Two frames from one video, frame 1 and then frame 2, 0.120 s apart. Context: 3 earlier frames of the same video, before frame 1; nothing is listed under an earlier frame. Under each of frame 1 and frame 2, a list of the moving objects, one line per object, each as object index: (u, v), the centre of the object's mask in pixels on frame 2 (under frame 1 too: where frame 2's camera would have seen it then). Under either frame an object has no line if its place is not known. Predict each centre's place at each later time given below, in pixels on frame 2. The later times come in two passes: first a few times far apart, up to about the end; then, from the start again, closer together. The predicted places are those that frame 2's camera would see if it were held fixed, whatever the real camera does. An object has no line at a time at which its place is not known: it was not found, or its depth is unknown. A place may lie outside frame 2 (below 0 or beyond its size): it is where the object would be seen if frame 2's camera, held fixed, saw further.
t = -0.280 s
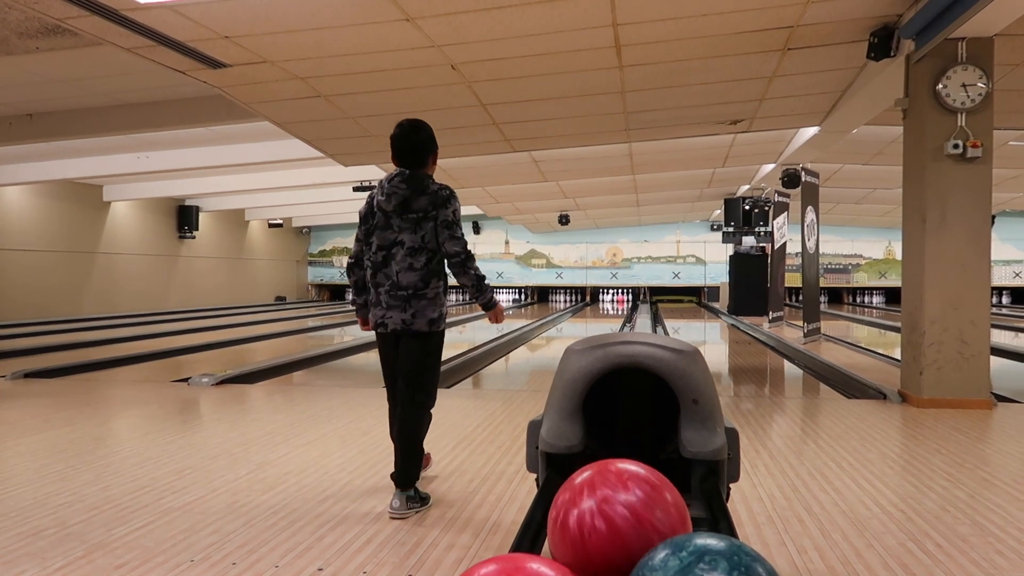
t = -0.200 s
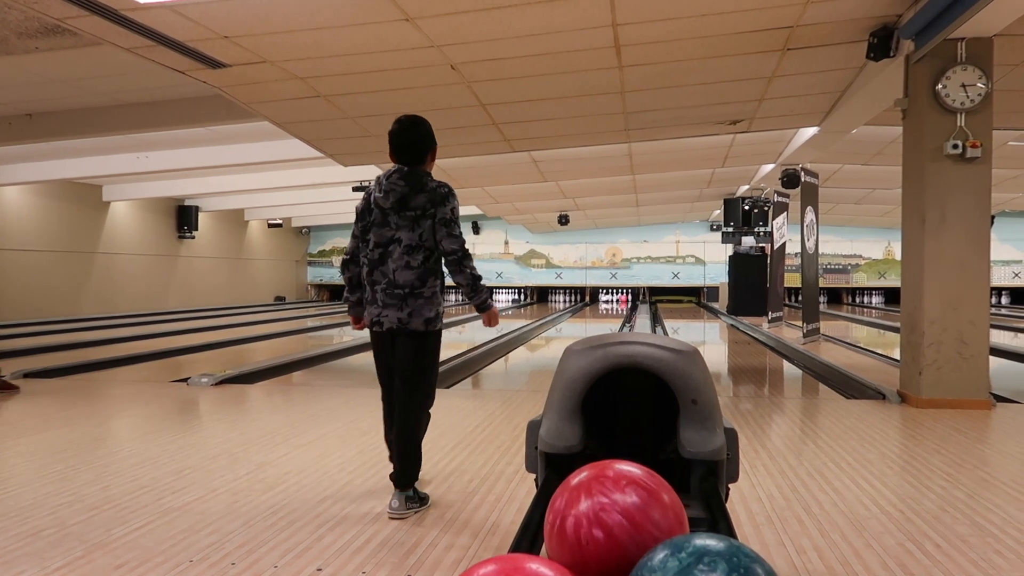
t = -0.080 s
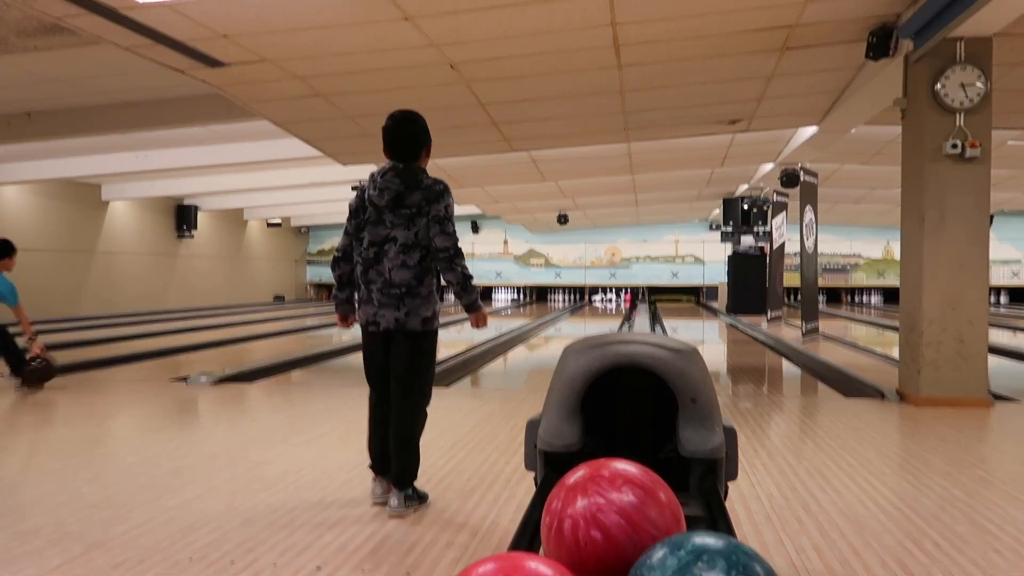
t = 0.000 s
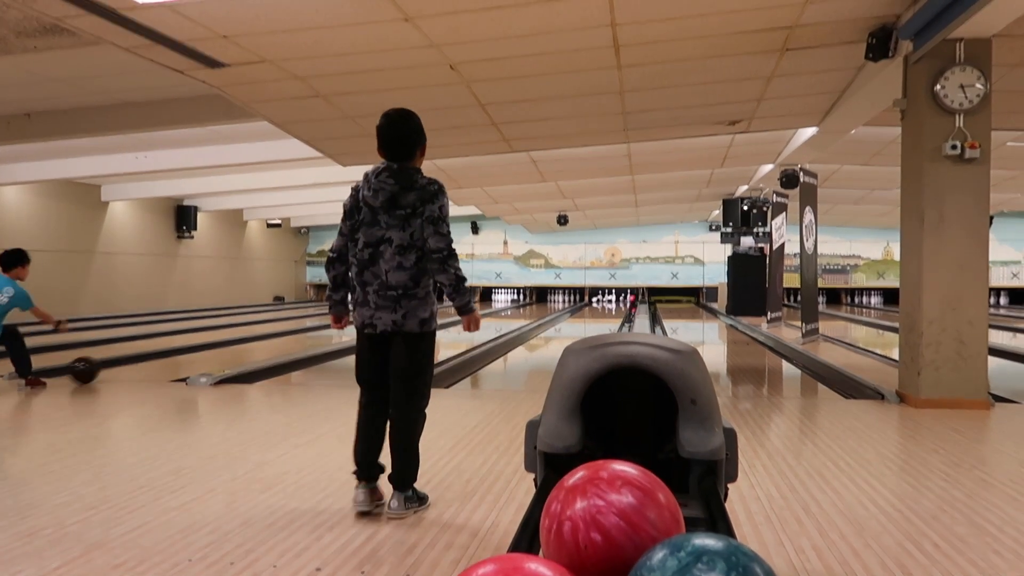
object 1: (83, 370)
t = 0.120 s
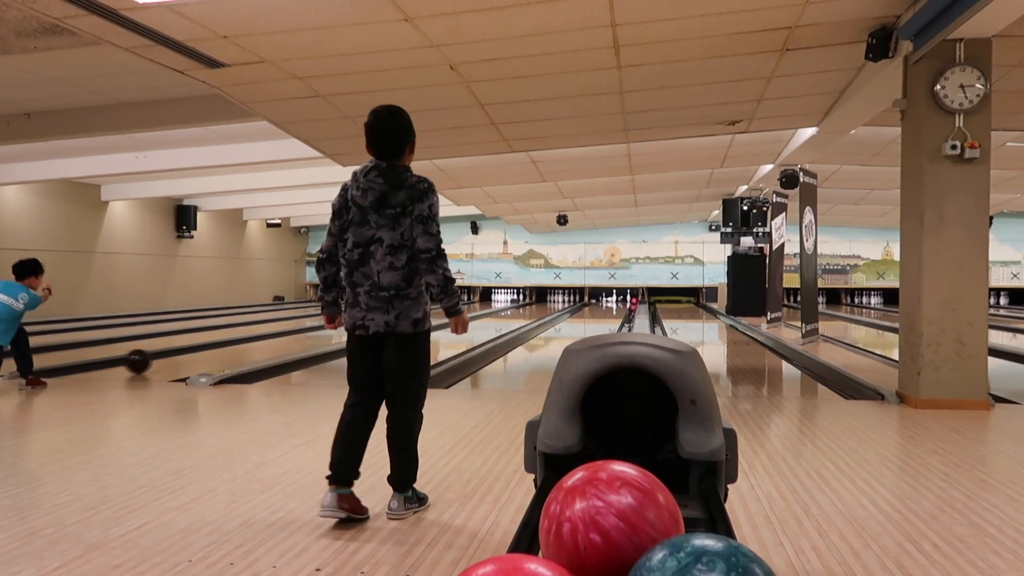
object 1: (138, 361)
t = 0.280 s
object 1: (194, 351)
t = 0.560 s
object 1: (268, 338)
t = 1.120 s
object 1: (357, 322)
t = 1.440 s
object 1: (390, 317)
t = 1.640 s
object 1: (407, 313)
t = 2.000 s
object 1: (431, 310)
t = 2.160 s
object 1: (440, 308)
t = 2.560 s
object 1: (459, 305)
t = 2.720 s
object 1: (465, 304)
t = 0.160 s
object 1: (153, 359)
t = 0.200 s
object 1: (168, 356)
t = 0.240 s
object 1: (182, 353)
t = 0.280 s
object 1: (194, 351)
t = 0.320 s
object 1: (207, 349)
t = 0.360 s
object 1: (218, 347)
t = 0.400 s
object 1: (229, 345)
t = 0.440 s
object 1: (240, 343)
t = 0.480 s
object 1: (249, 341)
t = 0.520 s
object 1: (259, 339)
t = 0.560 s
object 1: (268, 338)
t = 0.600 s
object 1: (275, 338)
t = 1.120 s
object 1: (357, 322)
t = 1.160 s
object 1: (361, 321)
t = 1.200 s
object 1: (366, 320)
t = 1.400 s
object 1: (386, 317)
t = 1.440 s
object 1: (390, 317)
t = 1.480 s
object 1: (393, 316)
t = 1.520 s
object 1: (397, 315)
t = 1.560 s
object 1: (400, 314)
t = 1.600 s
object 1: (403, 313)
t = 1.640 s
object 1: (407, 313)
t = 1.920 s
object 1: (426, 310)
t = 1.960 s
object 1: (428, 310)
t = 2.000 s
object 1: (431, 310)
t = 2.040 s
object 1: (433, 309)
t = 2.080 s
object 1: (435, 309)
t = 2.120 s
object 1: (438, 309)
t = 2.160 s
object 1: (440, 308)
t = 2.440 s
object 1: (454, 306)
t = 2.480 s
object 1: (455, 305)
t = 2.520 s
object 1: (457, 305)
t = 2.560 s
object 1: (459, 305)
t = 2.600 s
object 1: (460, 305)
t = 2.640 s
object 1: (462, 305)
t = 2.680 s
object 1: (463, 304)
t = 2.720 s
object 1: (465, 304)
